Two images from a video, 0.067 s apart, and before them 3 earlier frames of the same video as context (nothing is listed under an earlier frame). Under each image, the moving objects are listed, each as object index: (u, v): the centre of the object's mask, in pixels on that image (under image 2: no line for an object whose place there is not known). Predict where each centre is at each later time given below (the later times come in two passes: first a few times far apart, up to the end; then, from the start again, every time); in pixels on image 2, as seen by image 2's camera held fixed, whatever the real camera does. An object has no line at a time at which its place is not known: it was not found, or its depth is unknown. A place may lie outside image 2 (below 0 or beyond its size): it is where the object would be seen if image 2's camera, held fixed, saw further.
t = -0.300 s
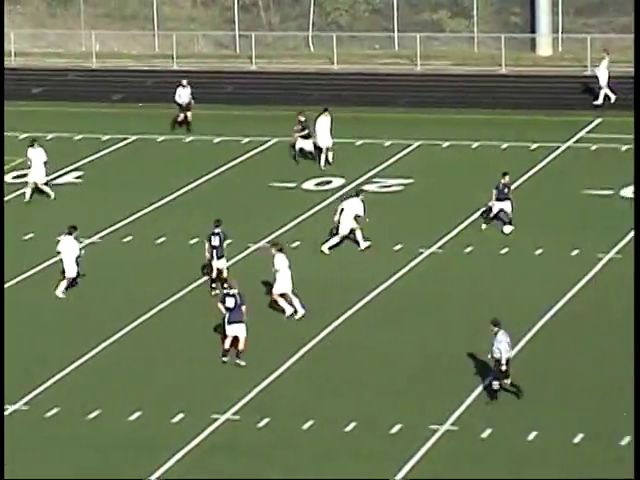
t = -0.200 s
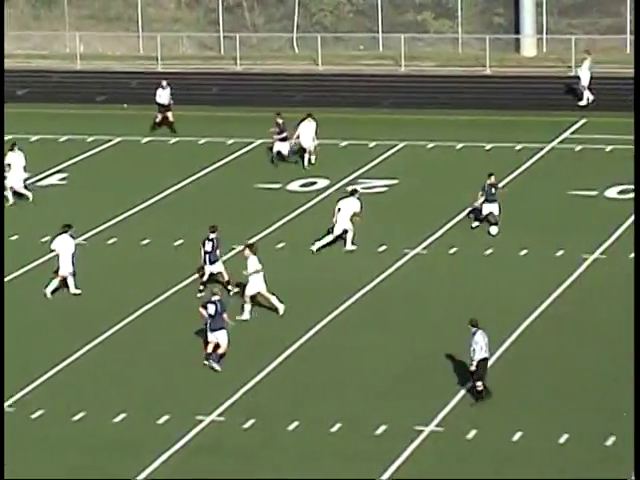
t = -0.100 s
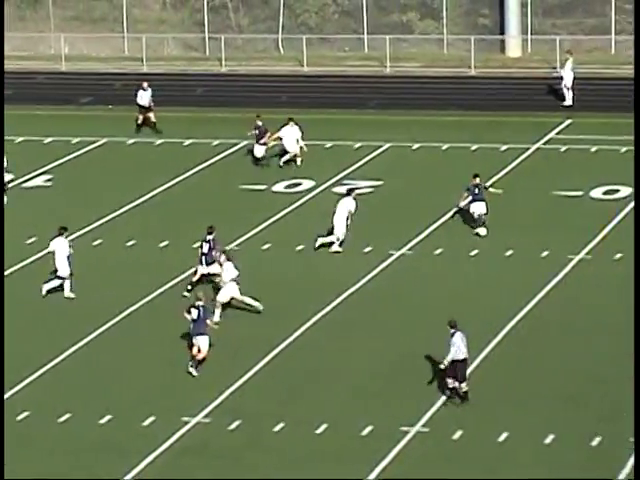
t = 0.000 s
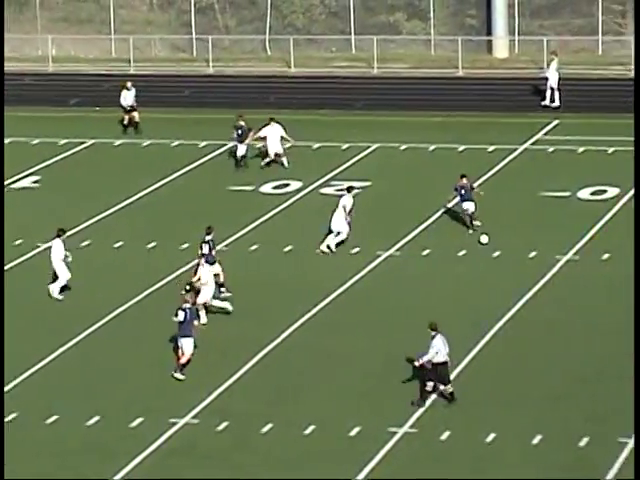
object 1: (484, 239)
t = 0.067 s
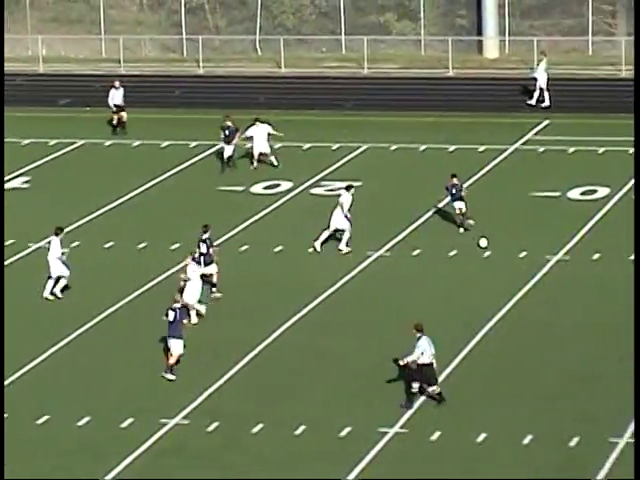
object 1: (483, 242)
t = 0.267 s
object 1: (509, 254)
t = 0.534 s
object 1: (540, 267)
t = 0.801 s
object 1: (569, 280)
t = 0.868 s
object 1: (576, 282)
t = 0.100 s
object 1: (488, 244)
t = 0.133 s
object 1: (493, 246)
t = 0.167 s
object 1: (497, 249)
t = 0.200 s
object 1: (501, 251)
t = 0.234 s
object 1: (505, 253)
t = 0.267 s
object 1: (509, 254)
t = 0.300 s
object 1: (513, 255)
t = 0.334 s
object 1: (517, 257)
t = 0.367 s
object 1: (521, 259)
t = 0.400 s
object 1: (525, 262)
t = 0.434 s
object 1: (529, 263)
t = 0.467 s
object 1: (533, 264)
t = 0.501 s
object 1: (537, 266)
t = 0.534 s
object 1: (540, 267)
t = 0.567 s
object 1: (544, 271)
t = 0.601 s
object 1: (548, 272)
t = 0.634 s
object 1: (552, 273)
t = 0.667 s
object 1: (555, 274)
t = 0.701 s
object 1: (559, 276)
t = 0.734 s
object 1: (562, 277)
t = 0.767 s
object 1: (566, 278)
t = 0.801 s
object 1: (569, 280)
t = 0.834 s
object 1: (573, 281)
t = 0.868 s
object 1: (576, 282)
